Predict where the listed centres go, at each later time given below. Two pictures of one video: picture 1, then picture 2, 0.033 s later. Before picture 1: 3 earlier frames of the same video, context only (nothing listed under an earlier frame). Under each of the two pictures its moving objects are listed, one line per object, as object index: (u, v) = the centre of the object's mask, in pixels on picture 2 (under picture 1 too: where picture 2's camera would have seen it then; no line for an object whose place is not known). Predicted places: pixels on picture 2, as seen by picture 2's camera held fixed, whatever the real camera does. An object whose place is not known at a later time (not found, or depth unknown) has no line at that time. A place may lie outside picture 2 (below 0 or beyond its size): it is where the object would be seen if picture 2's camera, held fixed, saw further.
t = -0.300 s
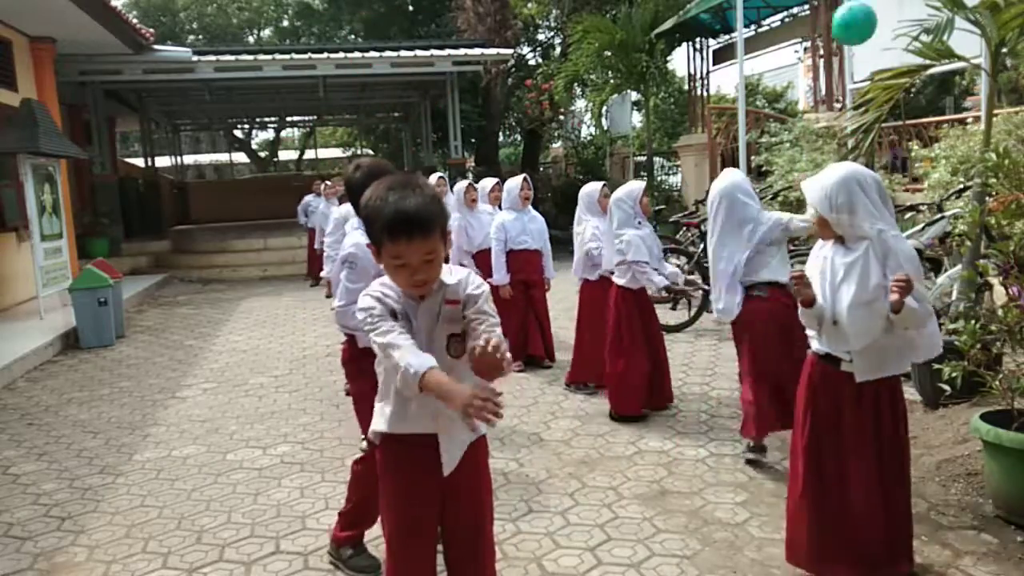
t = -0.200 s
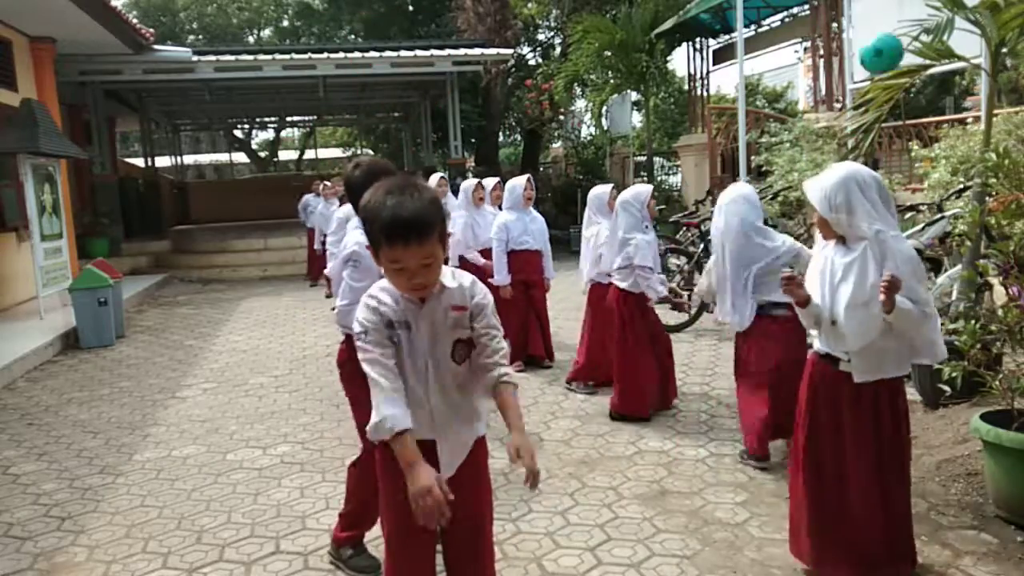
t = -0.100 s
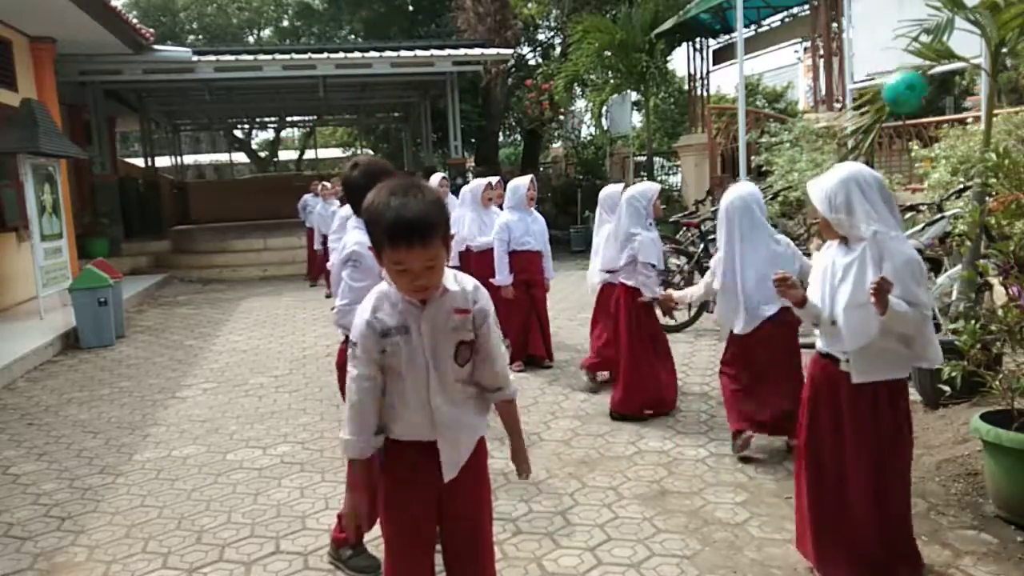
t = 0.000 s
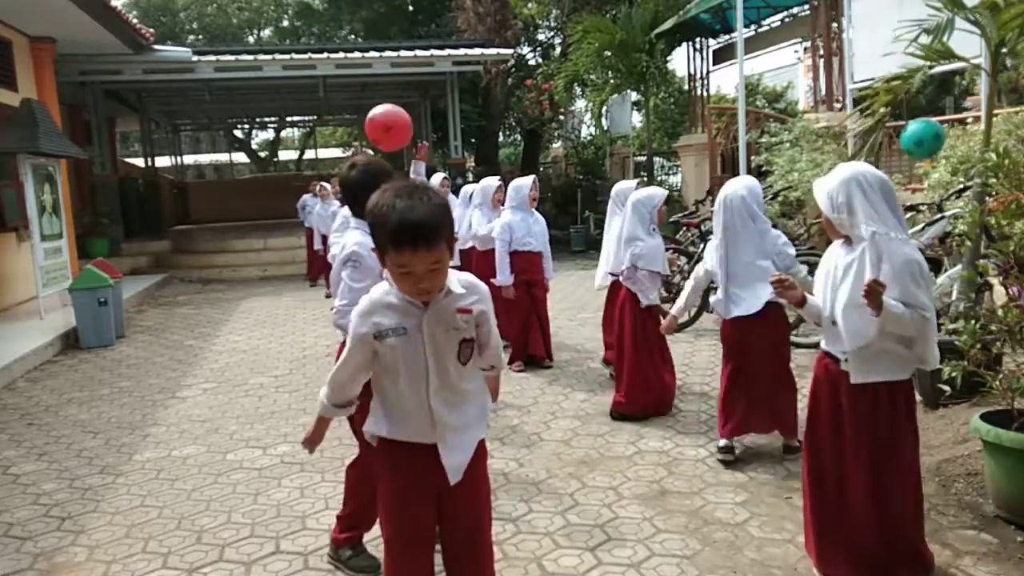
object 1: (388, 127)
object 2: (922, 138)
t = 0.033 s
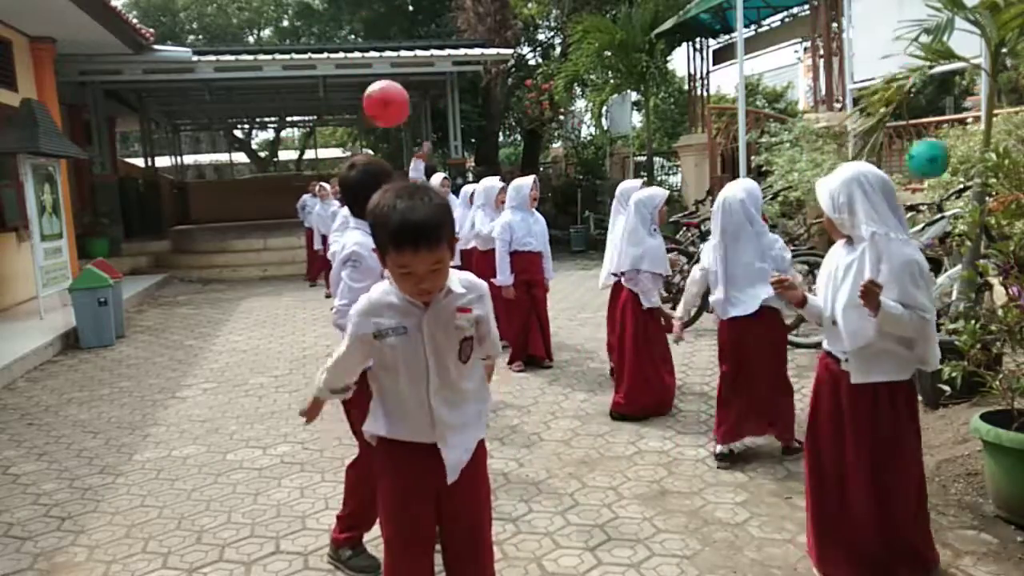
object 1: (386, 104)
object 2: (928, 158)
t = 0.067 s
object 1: (384, 83)
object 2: (935, 181)
